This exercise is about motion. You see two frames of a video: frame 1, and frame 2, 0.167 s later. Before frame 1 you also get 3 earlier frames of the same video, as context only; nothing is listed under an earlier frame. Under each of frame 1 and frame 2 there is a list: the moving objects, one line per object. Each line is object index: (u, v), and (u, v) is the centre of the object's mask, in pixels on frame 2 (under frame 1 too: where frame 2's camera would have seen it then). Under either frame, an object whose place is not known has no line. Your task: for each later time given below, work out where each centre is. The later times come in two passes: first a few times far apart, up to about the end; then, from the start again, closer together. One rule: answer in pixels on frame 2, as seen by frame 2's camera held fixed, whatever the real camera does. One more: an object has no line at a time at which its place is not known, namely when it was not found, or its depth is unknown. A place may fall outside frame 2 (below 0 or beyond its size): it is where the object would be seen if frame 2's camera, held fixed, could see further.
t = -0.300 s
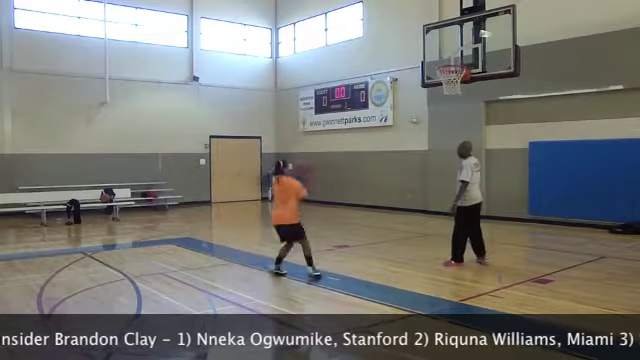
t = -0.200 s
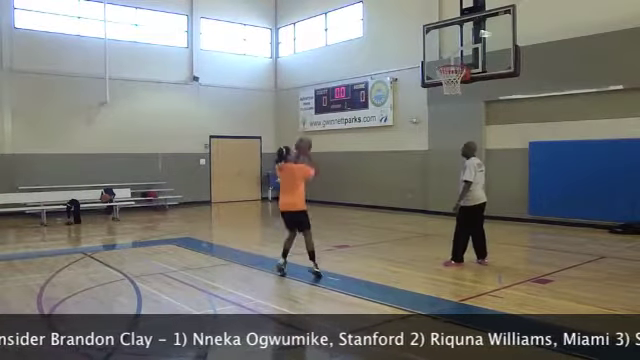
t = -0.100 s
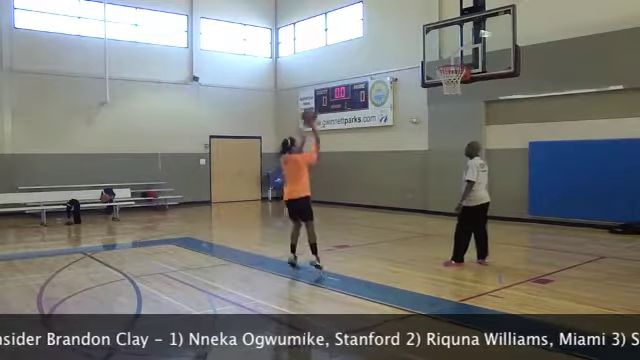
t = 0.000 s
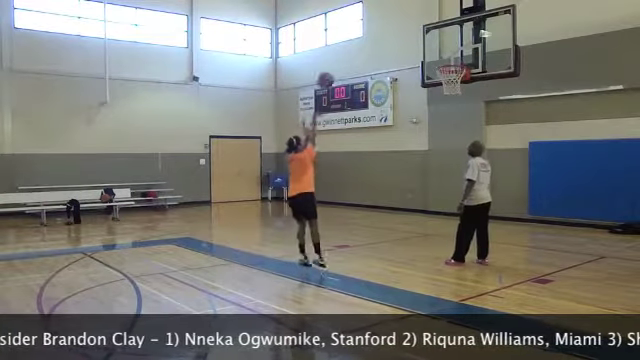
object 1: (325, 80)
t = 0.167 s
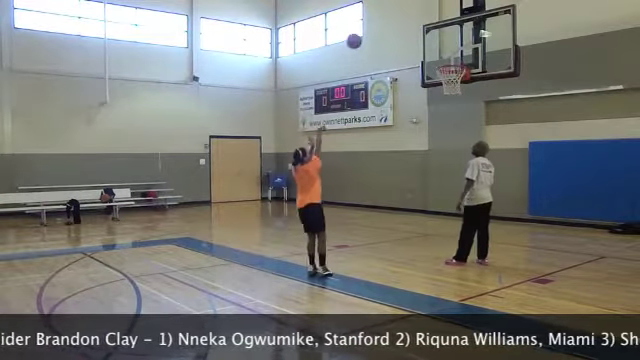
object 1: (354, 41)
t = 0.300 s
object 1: (375, 24)
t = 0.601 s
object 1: (418, 30)
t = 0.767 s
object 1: (441, 57)
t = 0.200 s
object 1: (360, 35)
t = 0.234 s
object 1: (365, 30)
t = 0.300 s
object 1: (375, 24)
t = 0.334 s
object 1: (380, 22)
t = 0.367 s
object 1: (385, 20)
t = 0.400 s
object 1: (391, 20)
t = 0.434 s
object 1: (395, 20)
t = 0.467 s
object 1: (400, 21)
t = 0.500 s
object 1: (405, 22)
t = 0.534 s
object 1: (410, 24)
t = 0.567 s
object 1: (414, 27)
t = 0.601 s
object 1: (418, 30)
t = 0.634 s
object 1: (423, 34)
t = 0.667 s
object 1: (428, 39)
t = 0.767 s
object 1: (441, 57)
